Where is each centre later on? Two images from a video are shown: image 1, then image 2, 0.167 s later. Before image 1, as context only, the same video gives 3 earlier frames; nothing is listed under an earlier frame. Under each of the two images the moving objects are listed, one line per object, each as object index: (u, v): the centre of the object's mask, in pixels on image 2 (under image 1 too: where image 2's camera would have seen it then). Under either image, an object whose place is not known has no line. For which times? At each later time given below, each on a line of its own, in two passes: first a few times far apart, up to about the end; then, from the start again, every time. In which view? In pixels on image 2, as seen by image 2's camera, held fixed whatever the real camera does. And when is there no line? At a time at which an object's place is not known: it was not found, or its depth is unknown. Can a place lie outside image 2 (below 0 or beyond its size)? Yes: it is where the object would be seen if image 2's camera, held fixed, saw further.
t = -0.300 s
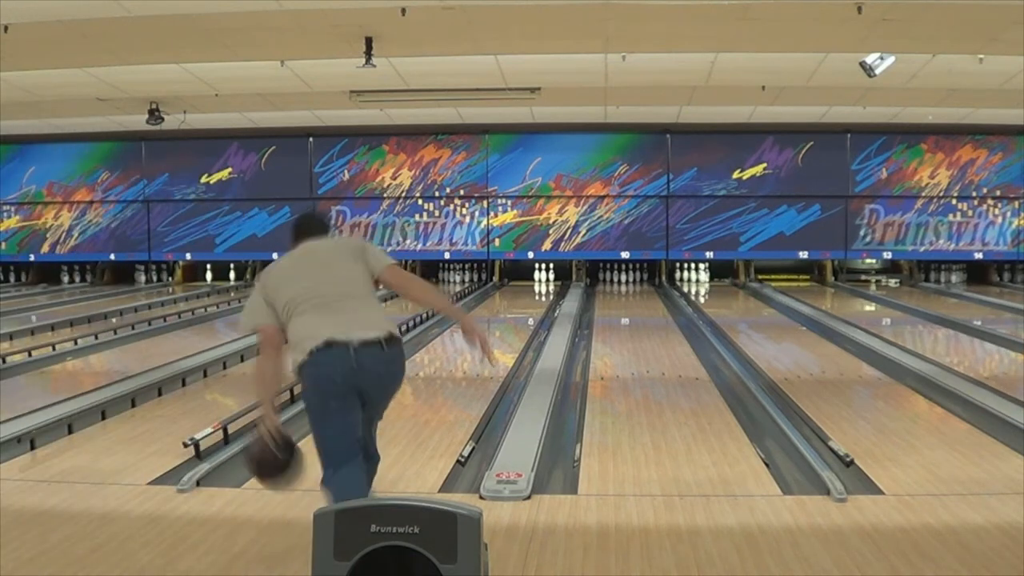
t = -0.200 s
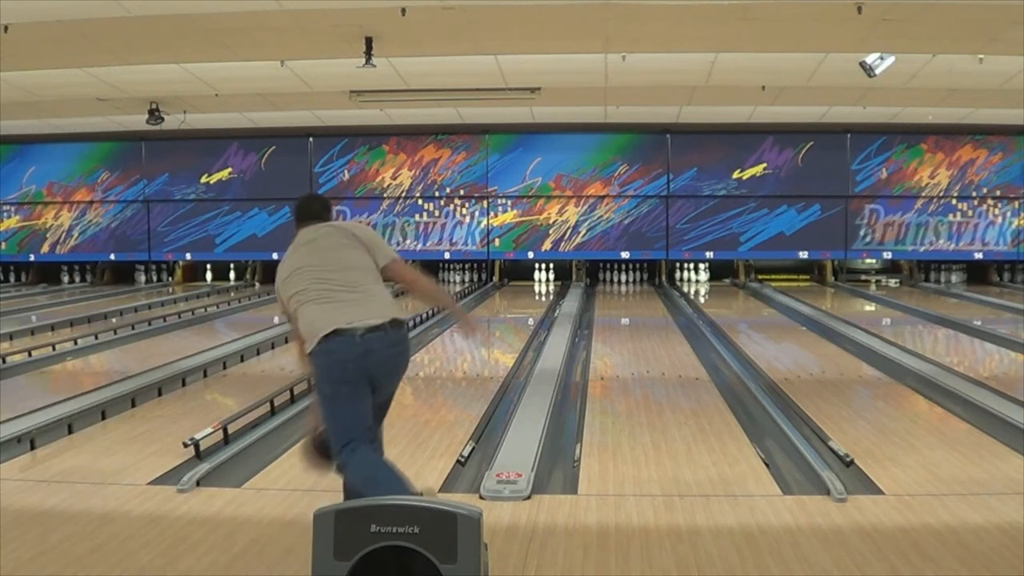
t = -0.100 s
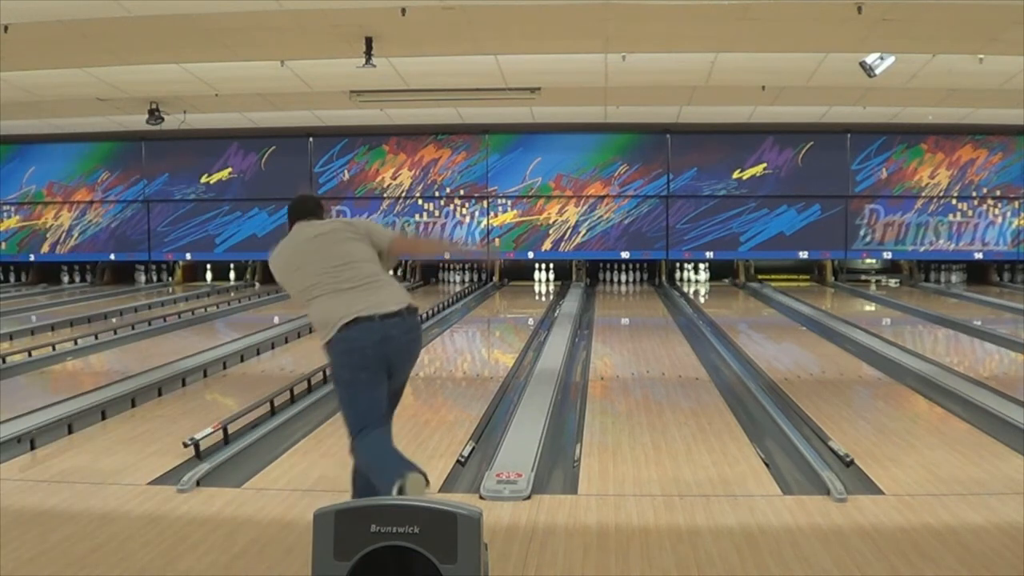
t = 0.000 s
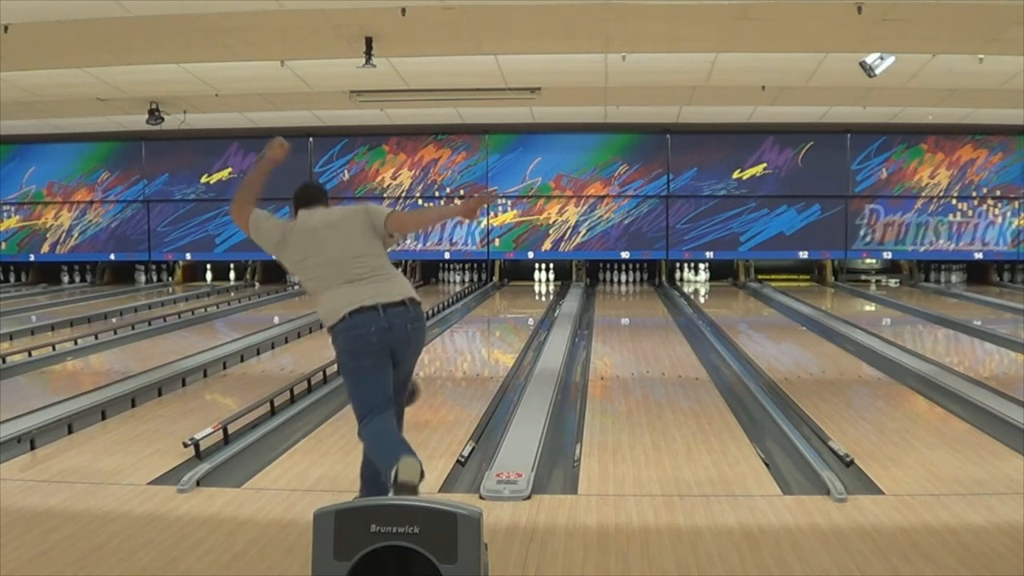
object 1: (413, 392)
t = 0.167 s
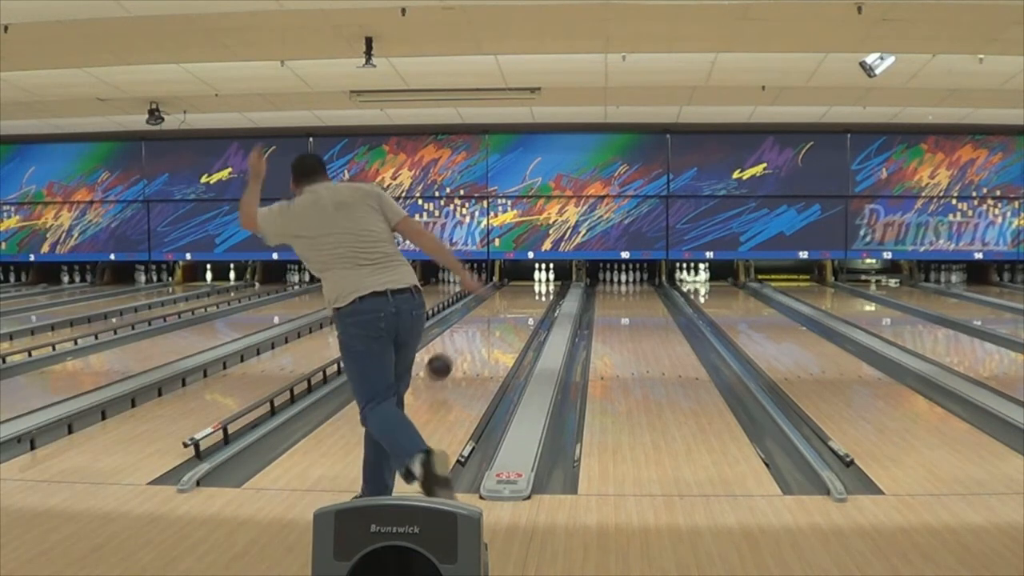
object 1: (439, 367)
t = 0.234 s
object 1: (450, 354)
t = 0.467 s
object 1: (479, 333)
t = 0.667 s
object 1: (496, 316)
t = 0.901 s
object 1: (511, 301)
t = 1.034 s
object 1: (518, 294)
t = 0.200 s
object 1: (445, 359)
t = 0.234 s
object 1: (450, 354)
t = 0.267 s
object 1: (455, 350)
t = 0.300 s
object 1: (460, 348)
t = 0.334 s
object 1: (464, 347)
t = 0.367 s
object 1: (468, 344)
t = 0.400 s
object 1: (472, 341)
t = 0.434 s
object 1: (475, 337)
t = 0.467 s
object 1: (479, 333)
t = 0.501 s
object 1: (482, 330)
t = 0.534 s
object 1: (485, 327)
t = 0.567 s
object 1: (488, 324)
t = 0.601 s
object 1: (491, 321)
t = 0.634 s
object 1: (494, 319)
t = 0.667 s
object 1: (496, 316)
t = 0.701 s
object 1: (498, 314)
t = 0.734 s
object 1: (501, 312)
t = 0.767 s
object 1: (503, 309)
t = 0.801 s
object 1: (505, 307)
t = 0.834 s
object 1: (507, 306)
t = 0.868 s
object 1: (509, 304)
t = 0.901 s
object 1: (511, 301)
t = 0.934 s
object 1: (513, 299)
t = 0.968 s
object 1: (515, 297)
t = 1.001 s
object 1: (516, 296)
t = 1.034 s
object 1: (518, 294)
